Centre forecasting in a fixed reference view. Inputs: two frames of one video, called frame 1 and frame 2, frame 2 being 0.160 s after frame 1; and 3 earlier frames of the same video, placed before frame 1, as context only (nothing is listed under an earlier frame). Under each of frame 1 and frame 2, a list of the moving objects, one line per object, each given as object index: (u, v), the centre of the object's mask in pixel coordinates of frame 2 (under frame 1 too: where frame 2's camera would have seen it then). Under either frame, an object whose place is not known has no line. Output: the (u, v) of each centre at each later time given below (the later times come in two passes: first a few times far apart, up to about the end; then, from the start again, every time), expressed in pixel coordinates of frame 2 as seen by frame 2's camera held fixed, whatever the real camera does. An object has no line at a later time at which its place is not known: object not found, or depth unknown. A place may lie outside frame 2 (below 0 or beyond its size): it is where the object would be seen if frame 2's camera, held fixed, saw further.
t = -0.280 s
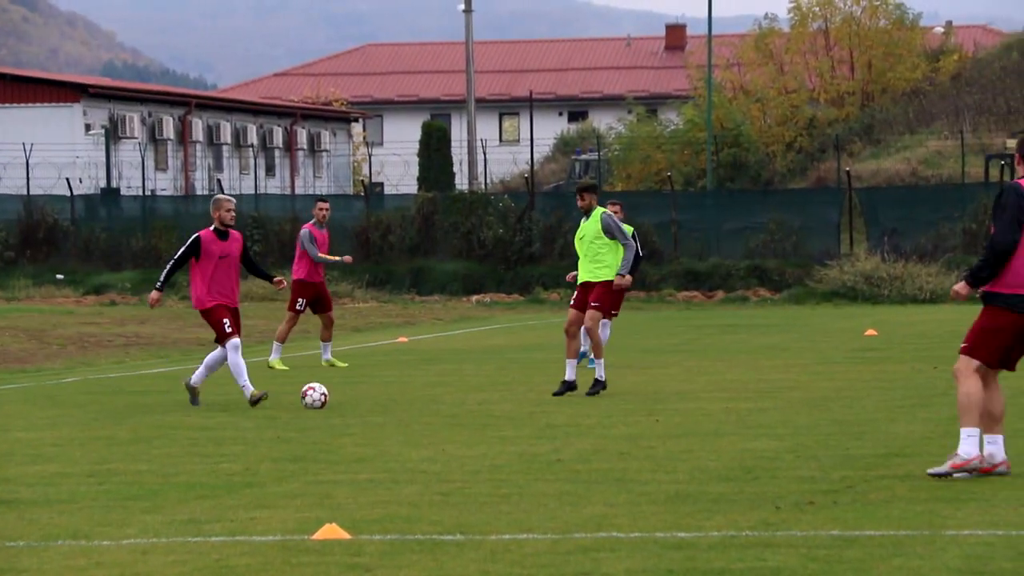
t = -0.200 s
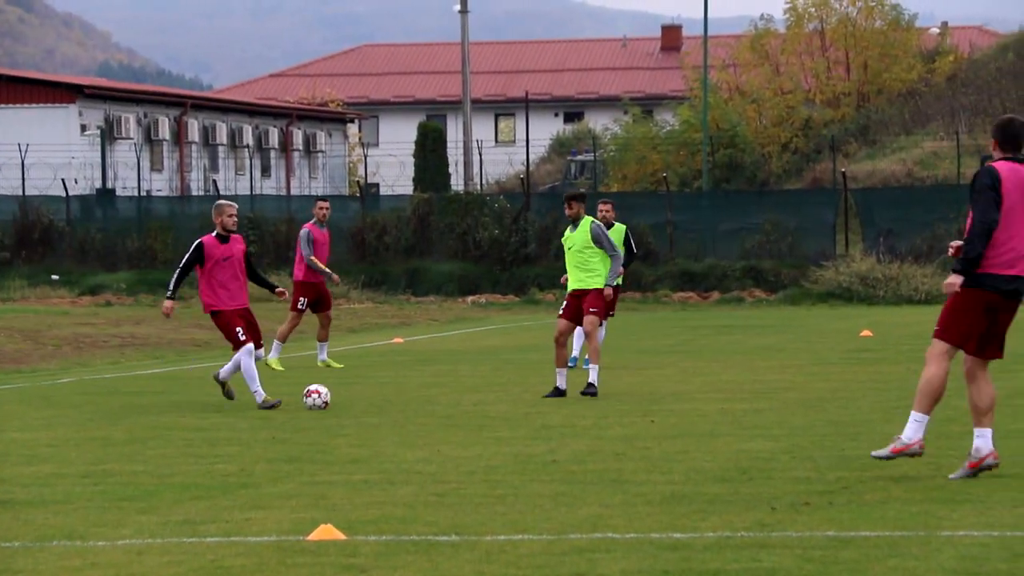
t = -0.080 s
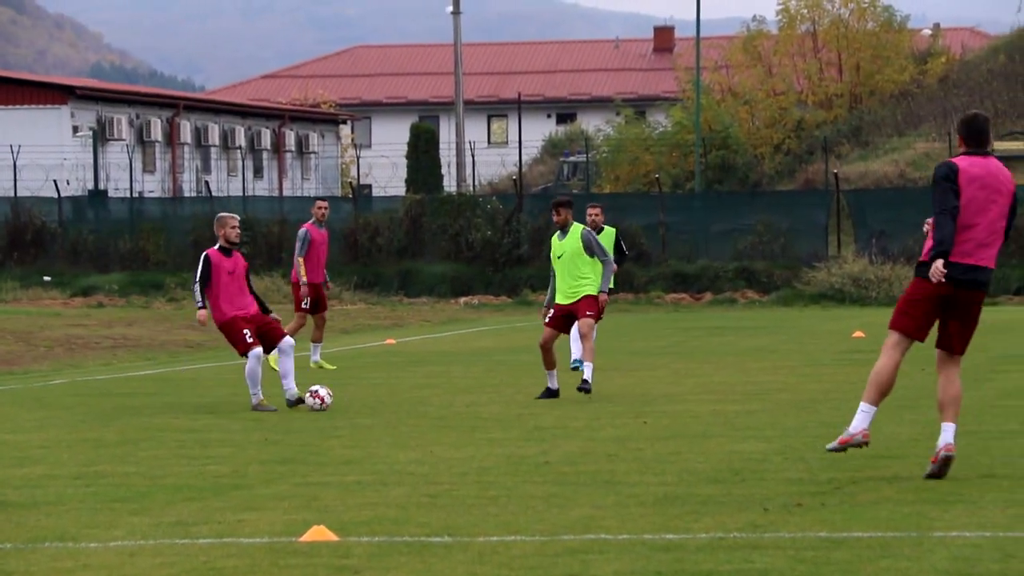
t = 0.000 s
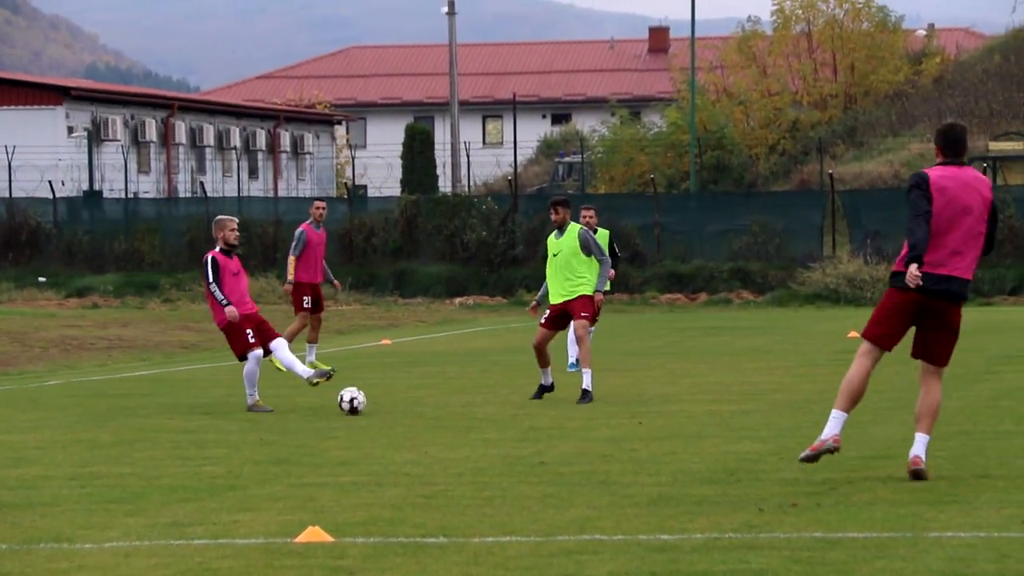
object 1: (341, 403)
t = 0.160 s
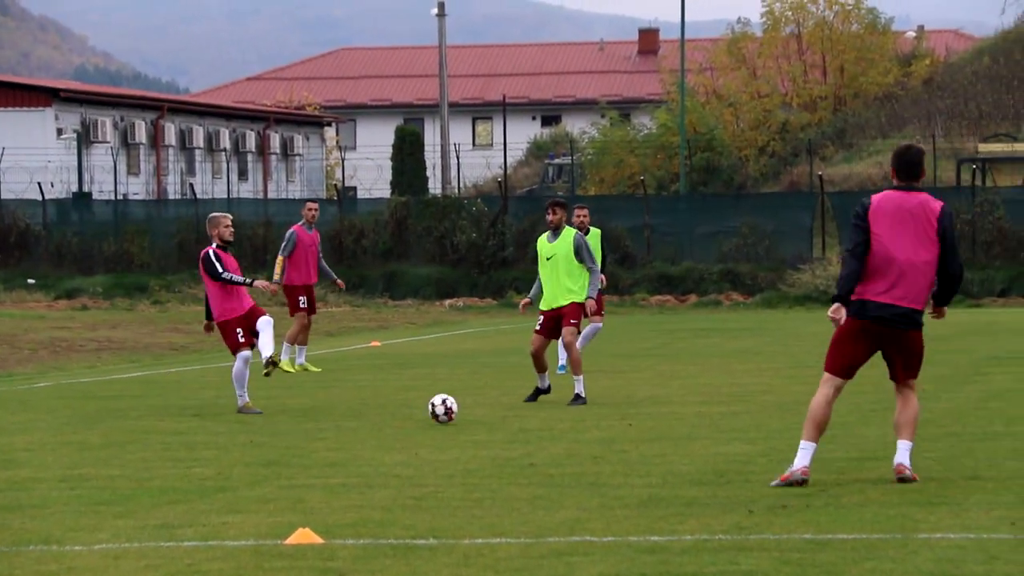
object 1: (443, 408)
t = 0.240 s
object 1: (493, 411)
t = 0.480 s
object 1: (637, 404)
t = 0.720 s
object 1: (781, 422)
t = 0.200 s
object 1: (467, 408)
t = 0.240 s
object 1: (493, 411)
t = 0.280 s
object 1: (519, 416)
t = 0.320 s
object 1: (543, 416)
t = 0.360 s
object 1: (566, 409)
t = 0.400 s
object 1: (589, 405)
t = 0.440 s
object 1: (613, 403)
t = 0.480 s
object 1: (637, 404)
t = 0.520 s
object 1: (662, 408)
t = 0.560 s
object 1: (688, 415)
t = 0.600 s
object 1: (714, 424)
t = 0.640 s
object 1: (738, 427)
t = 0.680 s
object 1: (759, 423)
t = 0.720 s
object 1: (781, 422)
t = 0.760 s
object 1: (804, 423)
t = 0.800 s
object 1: (827, 428)
